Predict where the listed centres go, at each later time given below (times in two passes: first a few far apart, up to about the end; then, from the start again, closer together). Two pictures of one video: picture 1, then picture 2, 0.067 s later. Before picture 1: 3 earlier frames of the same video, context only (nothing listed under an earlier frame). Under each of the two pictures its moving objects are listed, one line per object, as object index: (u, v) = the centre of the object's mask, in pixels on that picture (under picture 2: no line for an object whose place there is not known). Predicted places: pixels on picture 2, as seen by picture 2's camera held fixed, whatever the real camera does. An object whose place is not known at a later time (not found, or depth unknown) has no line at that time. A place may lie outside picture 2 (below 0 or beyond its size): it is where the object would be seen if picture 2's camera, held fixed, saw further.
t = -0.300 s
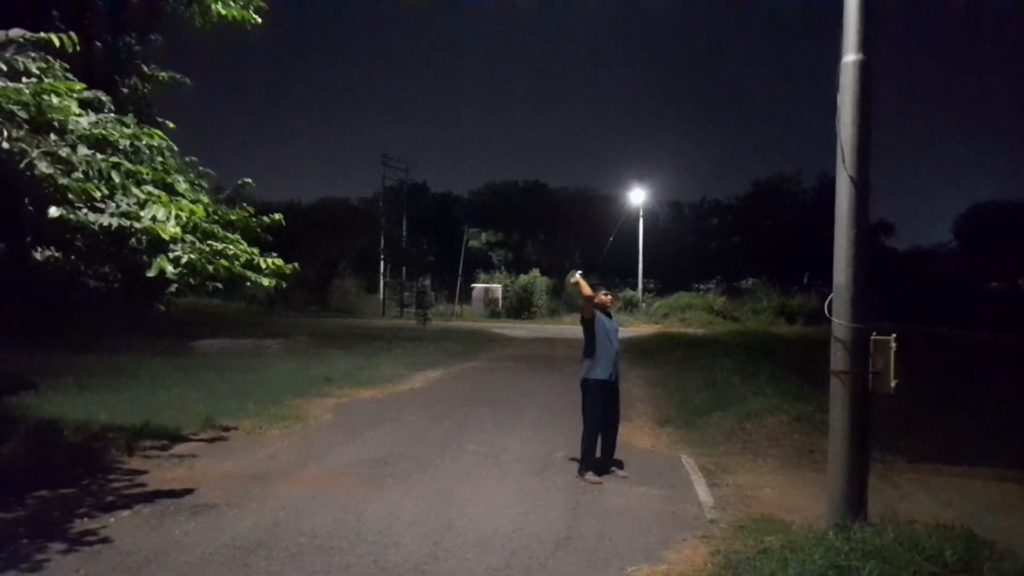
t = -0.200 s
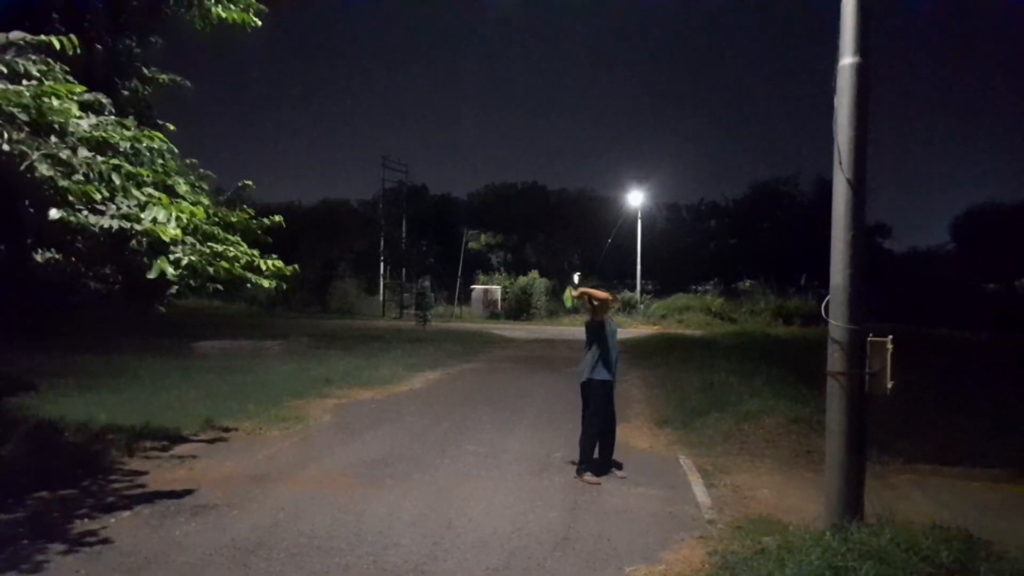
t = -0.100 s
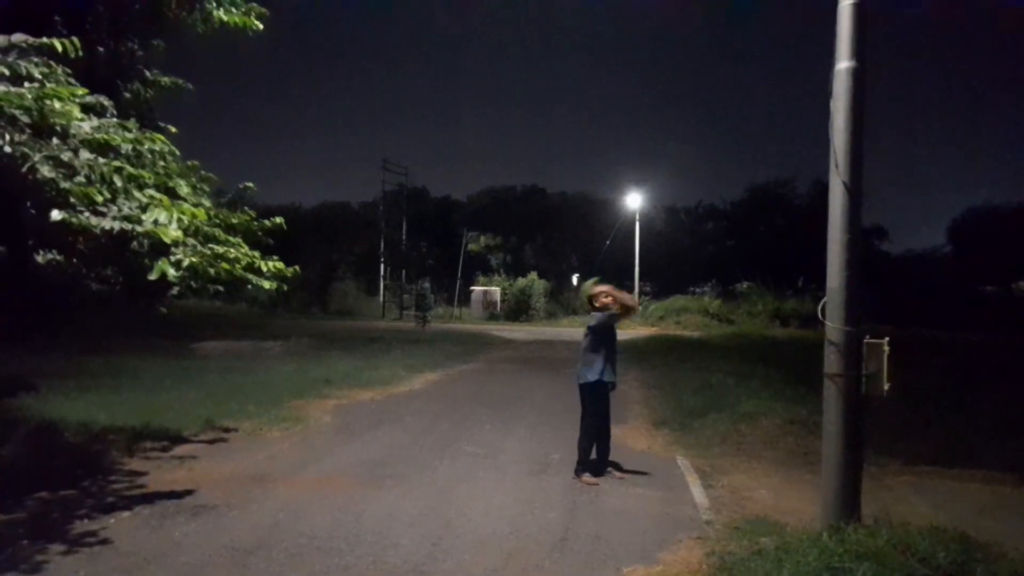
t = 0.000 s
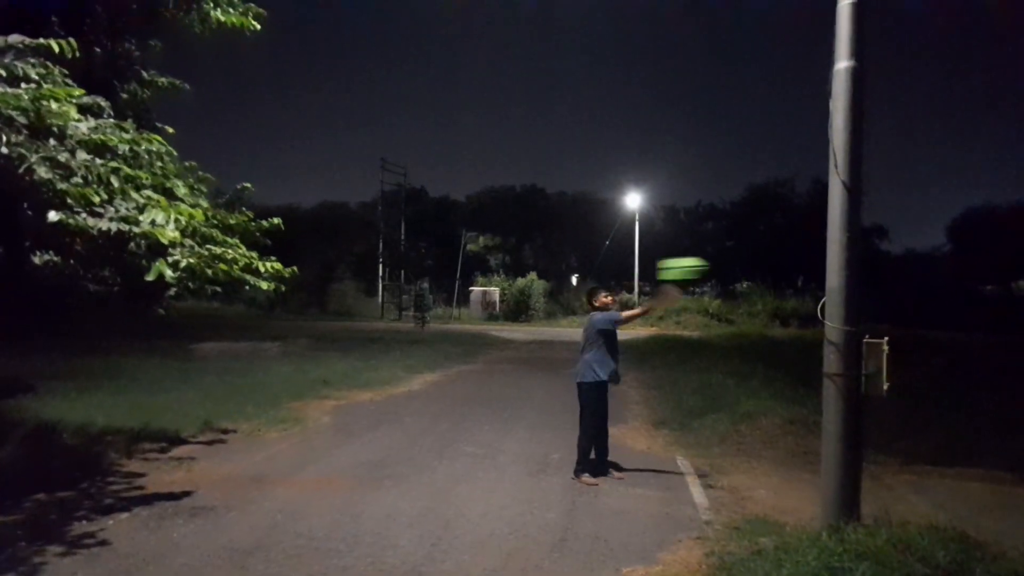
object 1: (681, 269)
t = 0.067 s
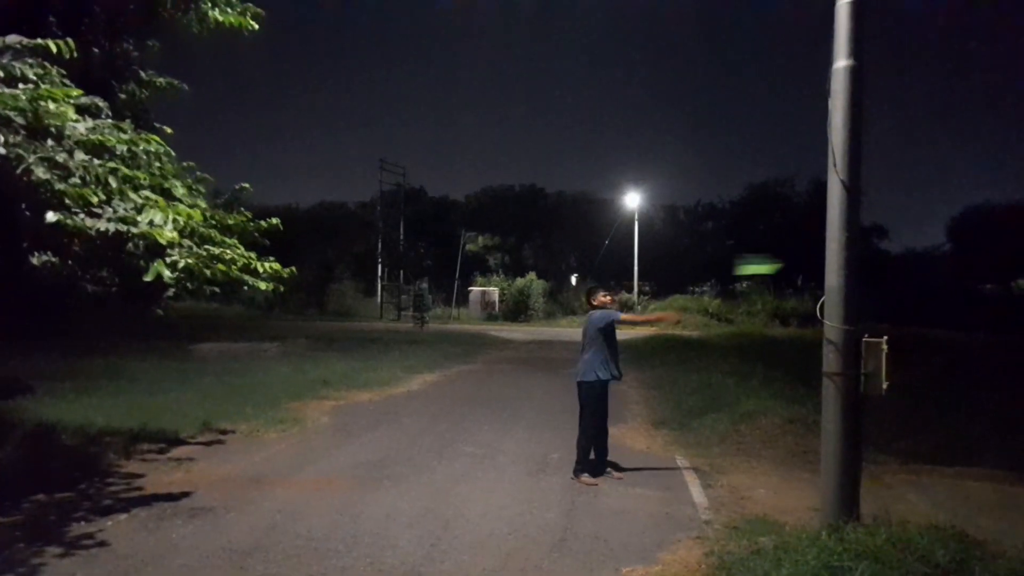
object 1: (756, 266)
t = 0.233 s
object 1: (930, 271)
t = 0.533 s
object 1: (912, 172)
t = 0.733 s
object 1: (734, 64)
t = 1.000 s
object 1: (566, 30)
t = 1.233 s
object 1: (497, 74)
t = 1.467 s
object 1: (461, 151)
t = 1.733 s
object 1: (470, 243)
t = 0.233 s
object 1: (930, 271)
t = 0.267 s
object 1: (941, 269)
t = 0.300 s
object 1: (958, 267)
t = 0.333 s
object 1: (968, 263)
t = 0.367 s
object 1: (972, 254)
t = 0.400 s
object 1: (971, 242)
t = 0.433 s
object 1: (965, 229)
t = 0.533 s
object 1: (912, 172)
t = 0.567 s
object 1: (884, 152)
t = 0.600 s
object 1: (857, 132)
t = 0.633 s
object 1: (823, 111)
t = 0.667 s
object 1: (796, 95)
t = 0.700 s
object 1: (764, 78)
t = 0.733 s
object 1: (734, 64)
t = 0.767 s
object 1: (706, 52)
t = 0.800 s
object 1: (681, 45)
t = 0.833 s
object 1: (657, 41)
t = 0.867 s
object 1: (637, 38)
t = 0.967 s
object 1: (583, 30)
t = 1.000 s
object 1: (566, 30)
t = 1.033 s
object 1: (552, 34)
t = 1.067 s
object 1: (540, 39)
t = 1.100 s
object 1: (530, 44)
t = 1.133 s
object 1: (520, 50)
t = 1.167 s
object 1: (512, 58)
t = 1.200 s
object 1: (504, 65)
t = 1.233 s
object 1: (497, 74)
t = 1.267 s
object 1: (490, 84)
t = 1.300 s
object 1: (484, 94)
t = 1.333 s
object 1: (478, 104)
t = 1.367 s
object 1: (474, 115)
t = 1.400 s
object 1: (469, 127)
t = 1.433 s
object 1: (465, 138)
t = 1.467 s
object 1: (461, 151)
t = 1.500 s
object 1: (459, 163)
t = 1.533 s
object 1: (457, 175)
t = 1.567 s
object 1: (457, 188)
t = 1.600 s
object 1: (457, 200)
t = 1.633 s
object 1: (459, 212)
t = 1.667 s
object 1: (462, 223)
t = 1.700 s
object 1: (465, 234)
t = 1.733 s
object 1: (470, 243)
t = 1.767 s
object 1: (475, 251)
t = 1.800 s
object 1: (479, 258)
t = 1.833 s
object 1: (487, 265)
